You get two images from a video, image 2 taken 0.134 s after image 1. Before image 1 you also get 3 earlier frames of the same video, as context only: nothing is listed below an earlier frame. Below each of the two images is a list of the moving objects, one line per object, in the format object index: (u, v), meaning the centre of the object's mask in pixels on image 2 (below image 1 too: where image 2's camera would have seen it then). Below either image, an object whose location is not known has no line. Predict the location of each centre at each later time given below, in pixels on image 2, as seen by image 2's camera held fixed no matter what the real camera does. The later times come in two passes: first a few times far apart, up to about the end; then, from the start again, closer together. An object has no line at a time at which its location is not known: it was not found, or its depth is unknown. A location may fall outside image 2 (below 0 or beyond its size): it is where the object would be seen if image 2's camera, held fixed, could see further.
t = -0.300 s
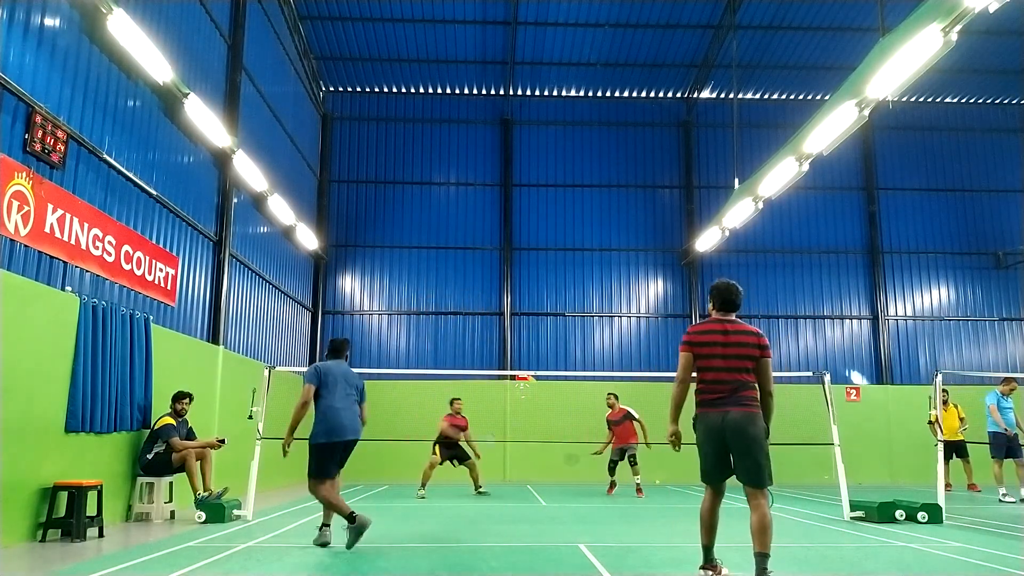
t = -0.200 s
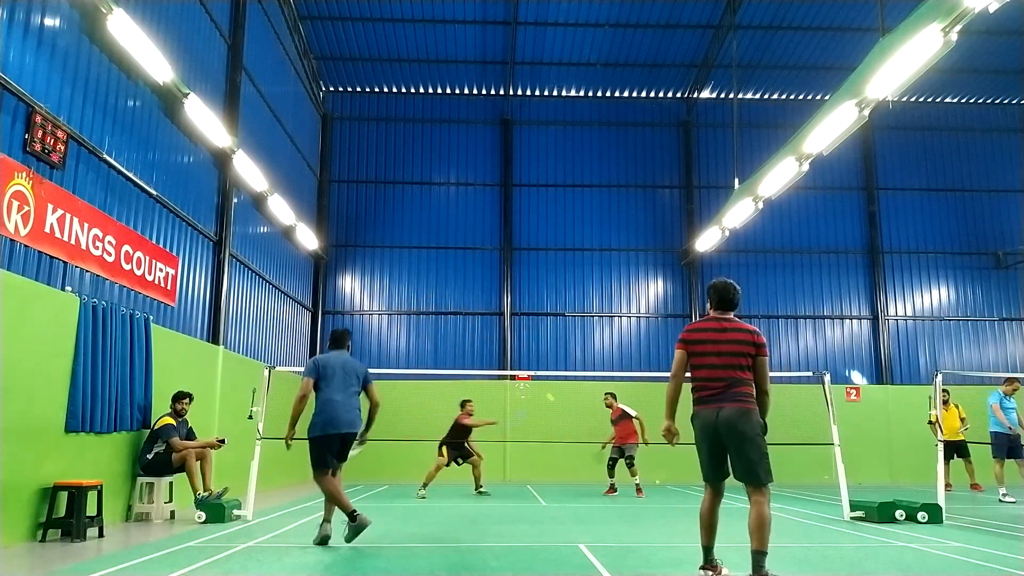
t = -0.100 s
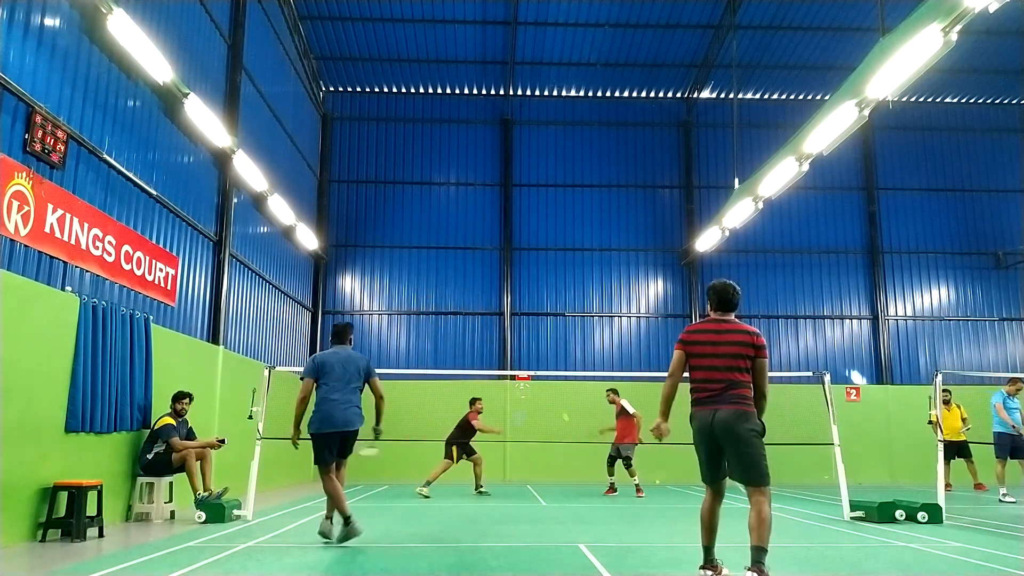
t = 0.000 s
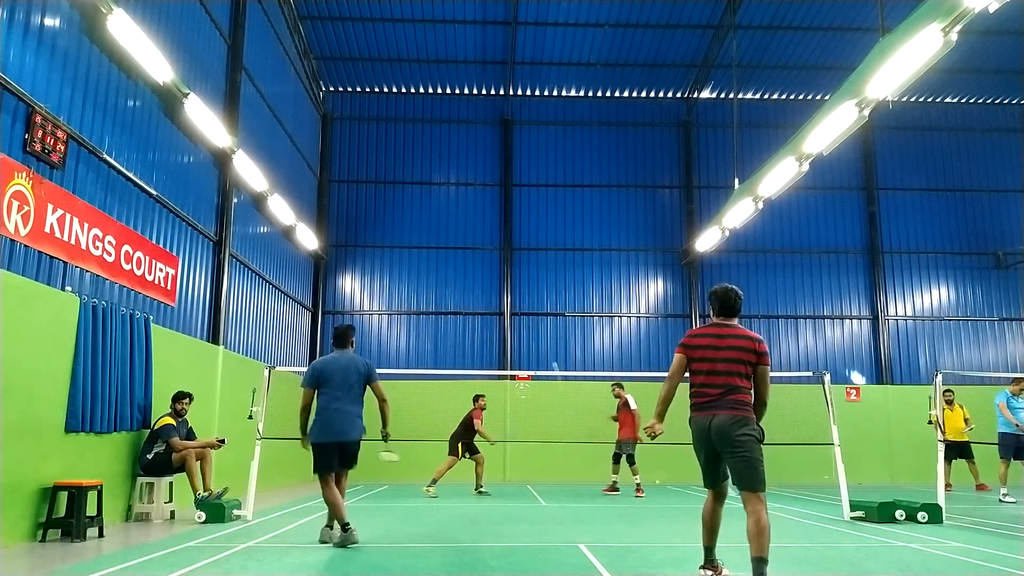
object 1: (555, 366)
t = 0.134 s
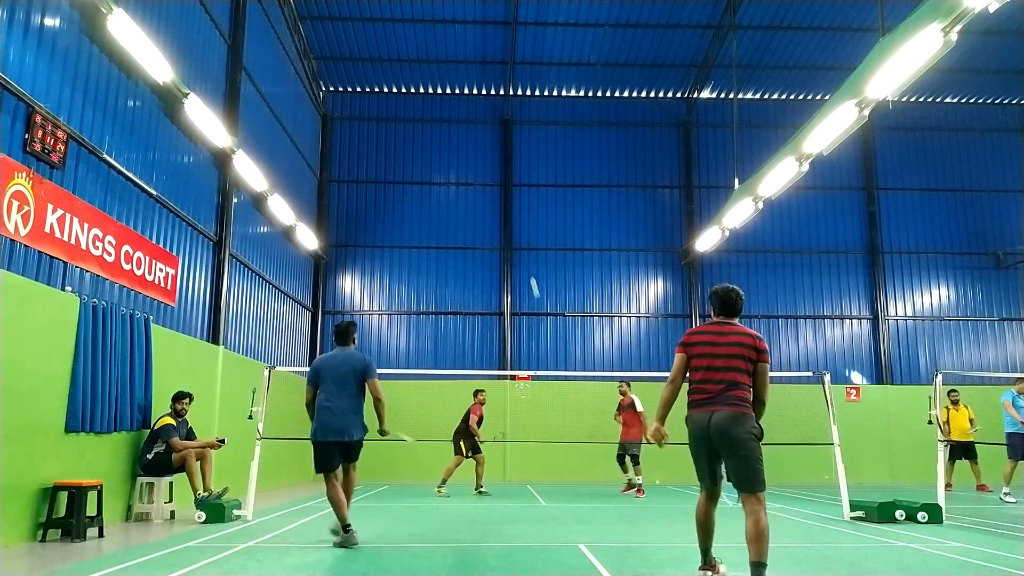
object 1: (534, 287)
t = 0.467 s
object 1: (482, 147)
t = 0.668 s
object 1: (445, 116)
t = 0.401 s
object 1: (496, 167)
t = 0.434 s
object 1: (490, 157)
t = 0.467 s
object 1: (482, 147)
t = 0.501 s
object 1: (476, 142)
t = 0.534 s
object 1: (471, 132)
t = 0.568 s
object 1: (465, 129)
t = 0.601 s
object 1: (461, 122)
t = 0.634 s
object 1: (455, 118)
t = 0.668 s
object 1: (445, 116)
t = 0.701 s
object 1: (438, 116)
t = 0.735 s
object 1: (434, 116)
